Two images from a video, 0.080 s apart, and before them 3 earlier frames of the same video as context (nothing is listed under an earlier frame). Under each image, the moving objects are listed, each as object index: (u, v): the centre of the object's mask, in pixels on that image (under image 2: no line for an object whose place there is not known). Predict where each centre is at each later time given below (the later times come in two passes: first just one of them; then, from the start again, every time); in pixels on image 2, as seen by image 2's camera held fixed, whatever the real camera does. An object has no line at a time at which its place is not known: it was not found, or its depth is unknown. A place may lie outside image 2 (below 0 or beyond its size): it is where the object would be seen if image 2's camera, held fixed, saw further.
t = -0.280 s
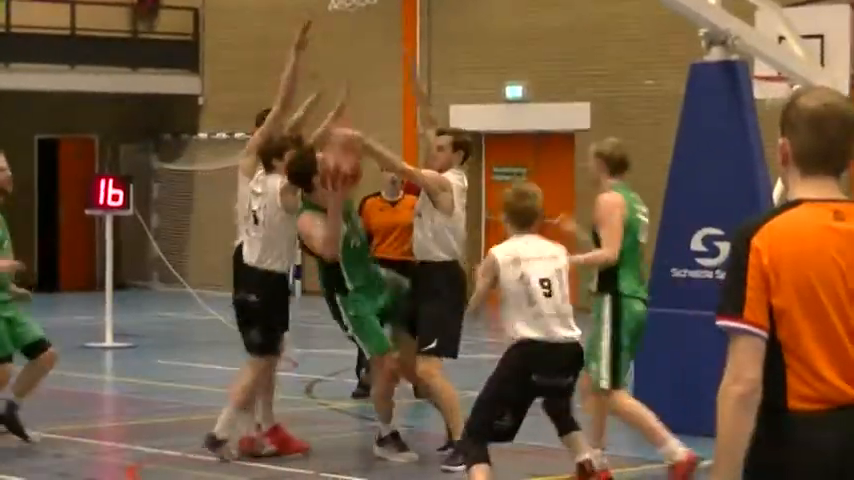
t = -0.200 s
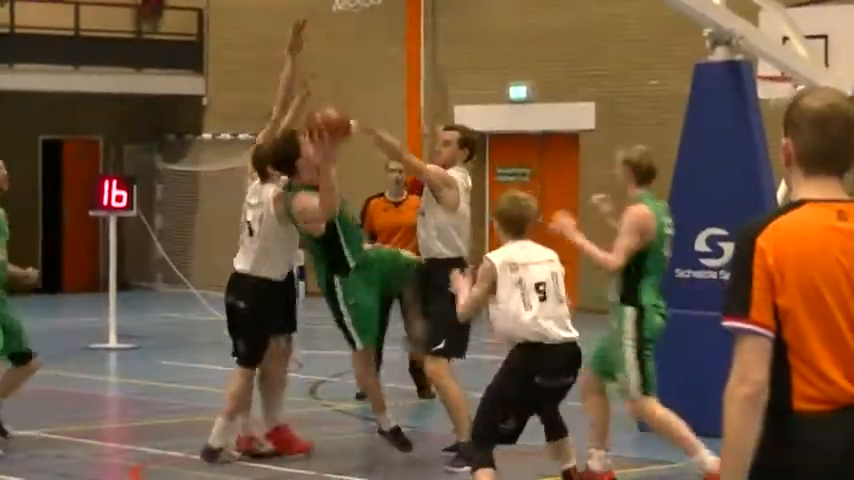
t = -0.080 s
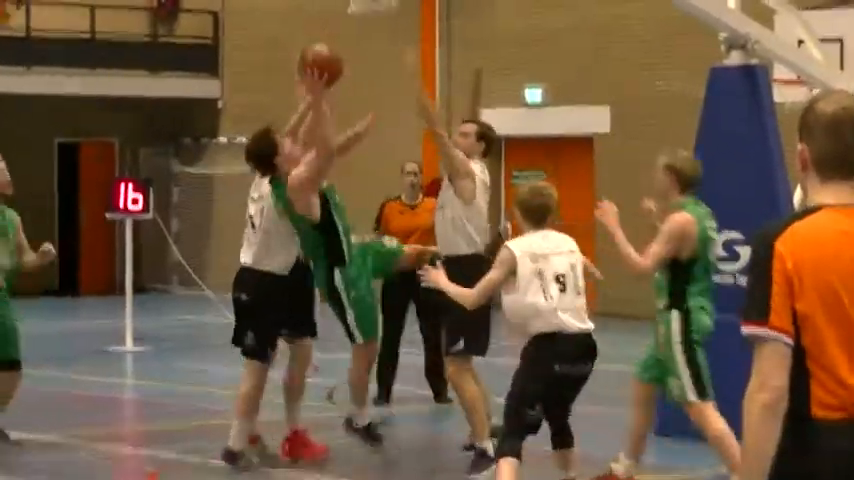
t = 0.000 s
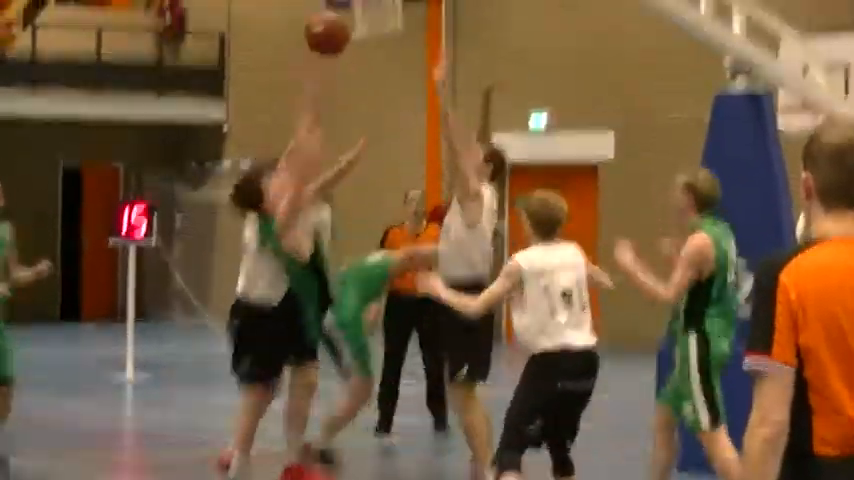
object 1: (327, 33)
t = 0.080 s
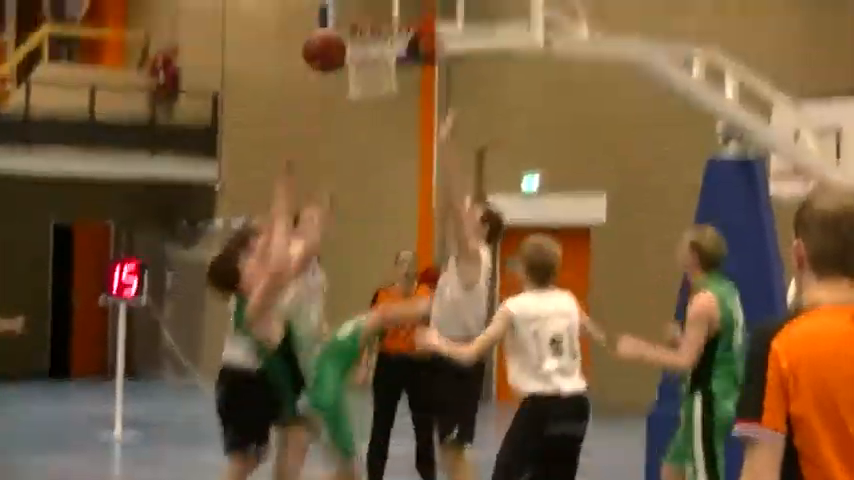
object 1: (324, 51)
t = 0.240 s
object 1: (330, 0)
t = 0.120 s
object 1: (325, 31)
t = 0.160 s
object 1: (327, 18)
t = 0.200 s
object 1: (329, 7)
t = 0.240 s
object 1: (330, 0)
